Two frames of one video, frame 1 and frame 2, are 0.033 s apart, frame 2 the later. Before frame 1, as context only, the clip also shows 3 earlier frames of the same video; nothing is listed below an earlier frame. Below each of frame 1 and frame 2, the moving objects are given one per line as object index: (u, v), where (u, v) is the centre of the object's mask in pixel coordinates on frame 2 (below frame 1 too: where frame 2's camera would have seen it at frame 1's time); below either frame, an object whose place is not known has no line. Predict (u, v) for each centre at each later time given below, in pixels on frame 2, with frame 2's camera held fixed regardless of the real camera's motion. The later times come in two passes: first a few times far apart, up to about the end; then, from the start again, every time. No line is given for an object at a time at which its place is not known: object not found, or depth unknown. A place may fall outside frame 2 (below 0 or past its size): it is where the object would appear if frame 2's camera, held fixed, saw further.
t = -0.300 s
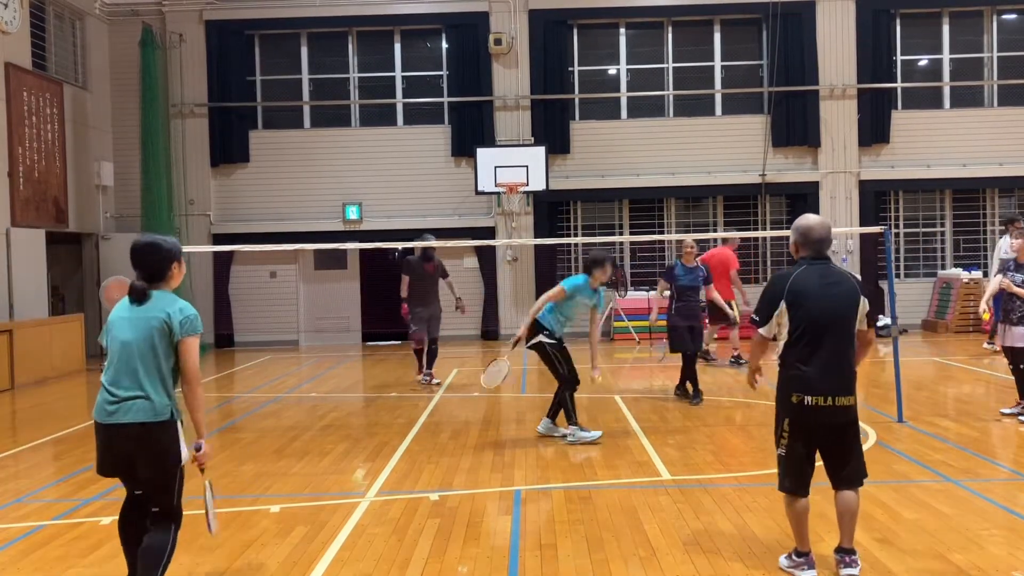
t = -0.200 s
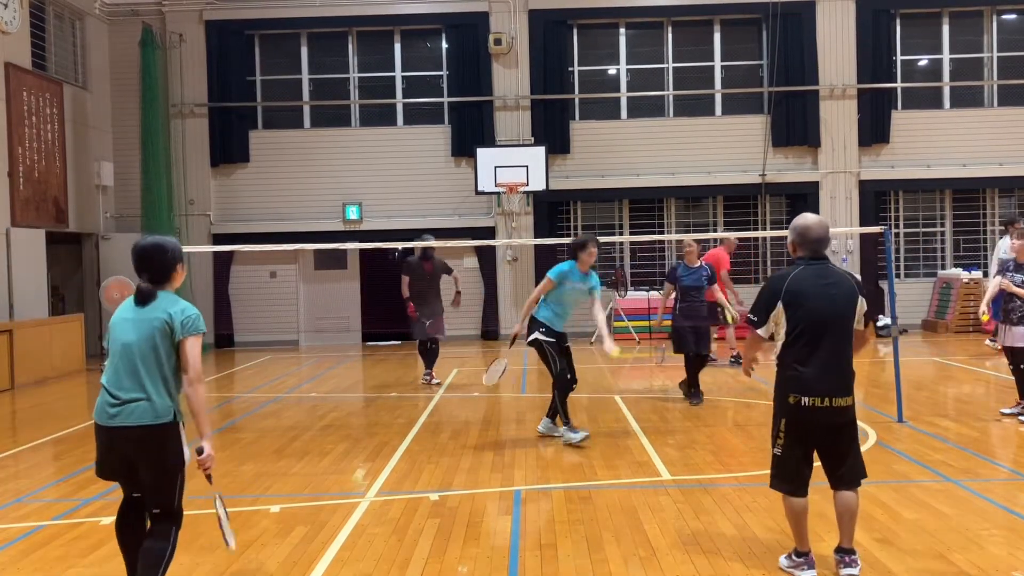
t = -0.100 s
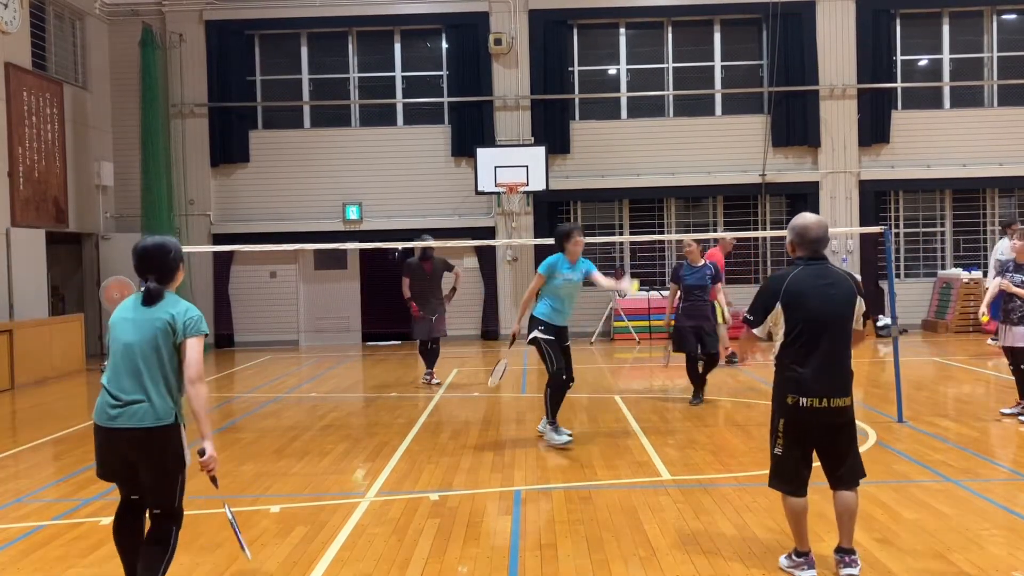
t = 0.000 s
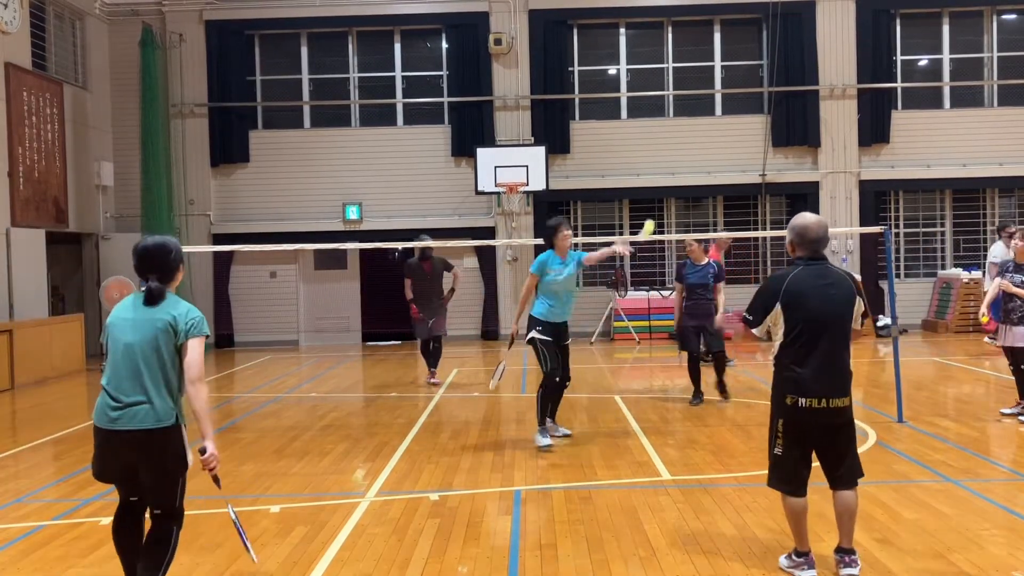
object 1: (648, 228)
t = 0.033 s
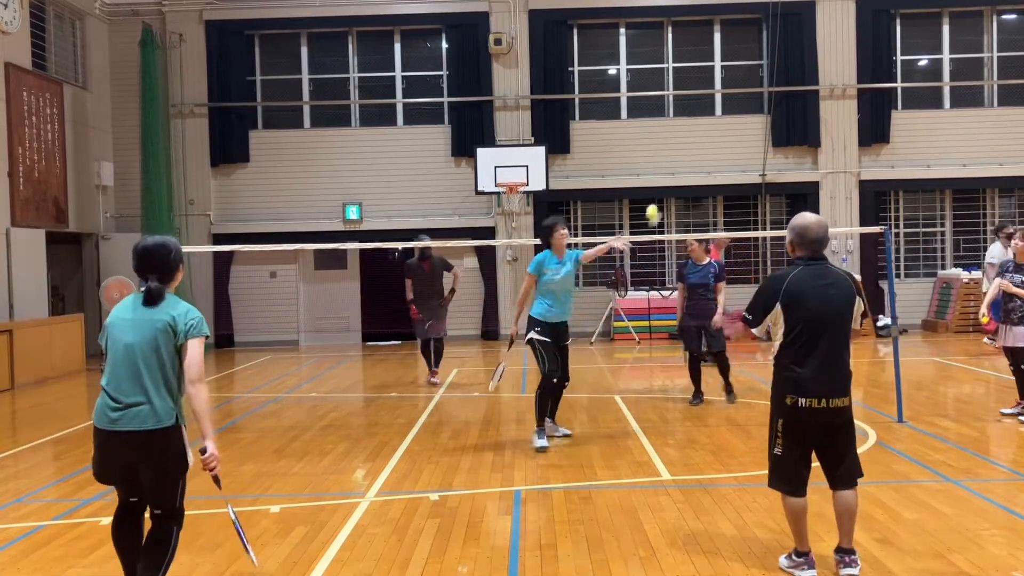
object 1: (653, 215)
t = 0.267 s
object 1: (684, 150)
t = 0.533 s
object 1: (729, 194)
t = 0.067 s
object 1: (659, 200)
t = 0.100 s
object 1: (663, 187)
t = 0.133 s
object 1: (668, 175)
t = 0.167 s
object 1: (672, 166)
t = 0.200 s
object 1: (676, 159)
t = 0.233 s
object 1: (680, 154)
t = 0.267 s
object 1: (684, 150)
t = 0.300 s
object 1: (689, 149)
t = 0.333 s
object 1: (693, 151)
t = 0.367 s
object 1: (699, 153)
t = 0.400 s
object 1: (705, 158)
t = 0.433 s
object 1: (711, 164)
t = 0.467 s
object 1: (717, 171)
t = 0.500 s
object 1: (724, 182)
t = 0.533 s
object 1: (729, 194)
